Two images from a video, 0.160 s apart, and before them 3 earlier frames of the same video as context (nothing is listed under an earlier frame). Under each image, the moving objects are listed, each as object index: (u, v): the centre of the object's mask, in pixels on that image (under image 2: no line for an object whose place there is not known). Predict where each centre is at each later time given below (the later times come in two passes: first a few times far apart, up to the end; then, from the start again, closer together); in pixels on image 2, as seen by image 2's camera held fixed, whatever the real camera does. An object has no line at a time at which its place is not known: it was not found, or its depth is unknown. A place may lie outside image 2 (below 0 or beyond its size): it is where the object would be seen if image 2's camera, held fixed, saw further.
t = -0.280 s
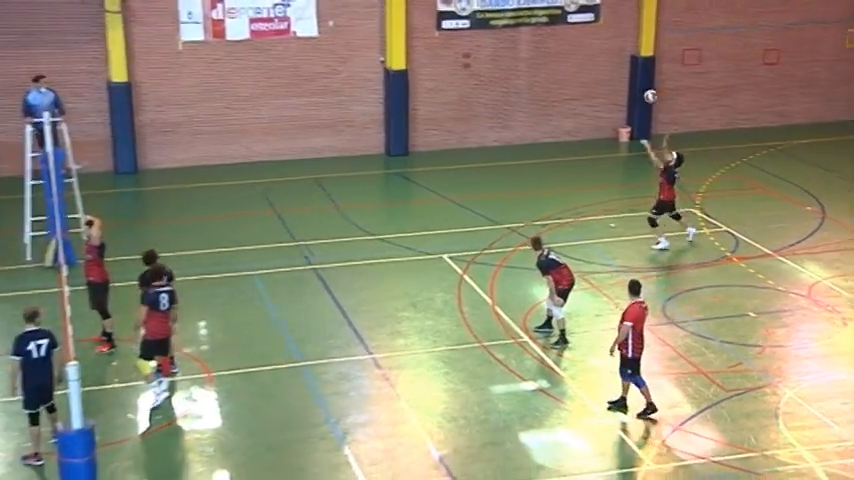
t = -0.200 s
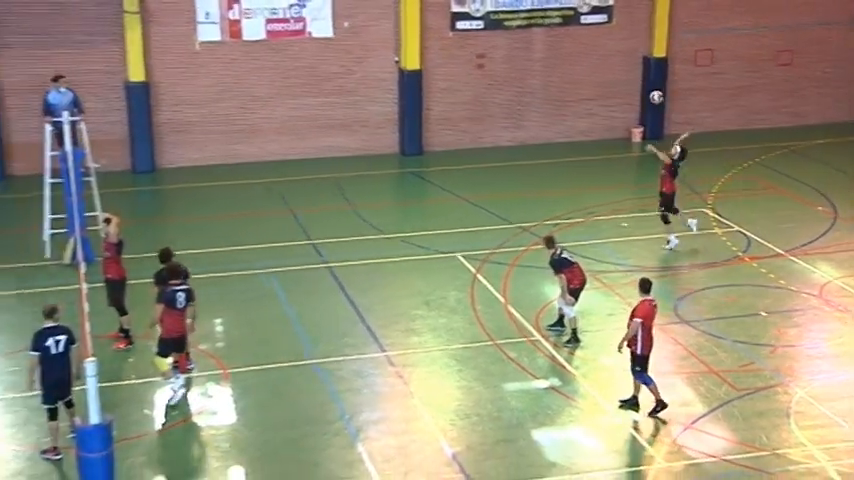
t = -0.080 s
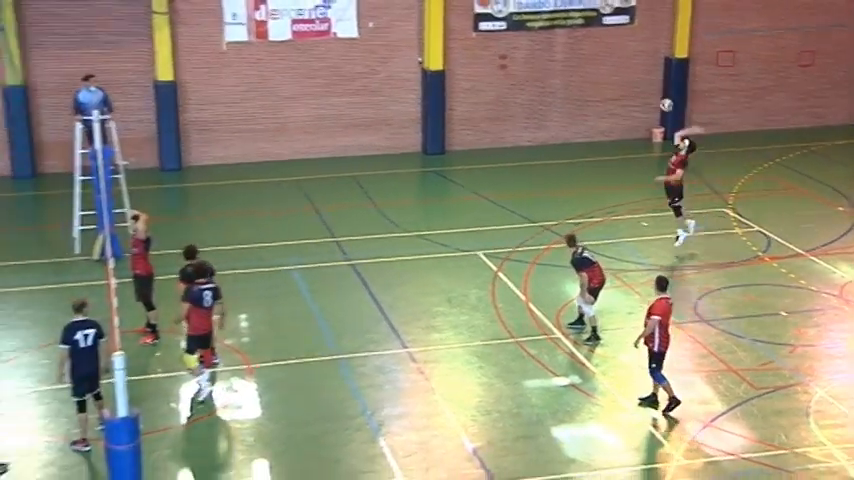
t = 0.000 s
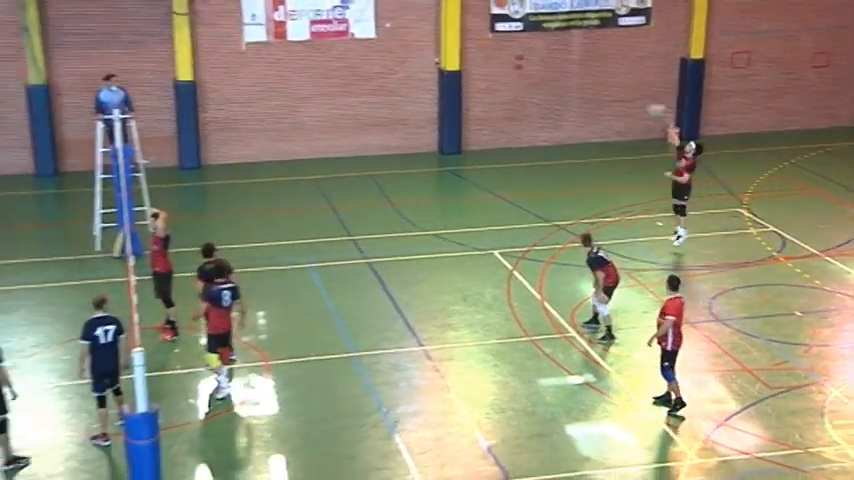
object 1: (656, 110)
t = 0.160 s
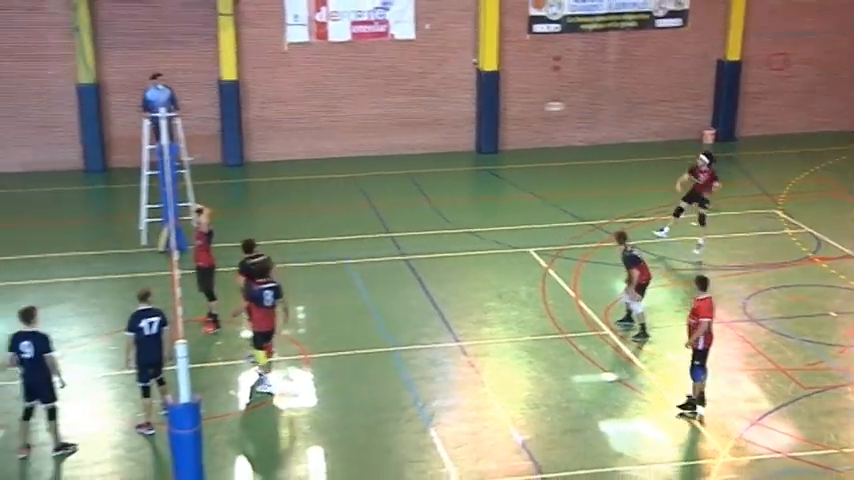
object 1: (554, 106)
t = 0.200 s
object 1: (518, 108)
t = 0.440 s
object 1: (297, 131)
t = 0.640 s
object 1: (98, 176)
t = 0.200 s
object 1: (518, 108)
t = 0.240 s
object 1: (484, 111)
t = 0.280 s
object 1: (446, 114)
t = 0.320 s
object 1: (410, 117)
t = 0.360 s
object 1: (373, 121)
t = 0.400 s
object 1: (336, 125)
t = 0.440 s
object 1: (297, 131)
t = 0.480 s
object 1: (258, 138)
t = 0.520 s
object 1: (219, 146)
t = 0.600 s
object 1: (137, 166)
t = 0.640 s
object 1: (98, 176)
